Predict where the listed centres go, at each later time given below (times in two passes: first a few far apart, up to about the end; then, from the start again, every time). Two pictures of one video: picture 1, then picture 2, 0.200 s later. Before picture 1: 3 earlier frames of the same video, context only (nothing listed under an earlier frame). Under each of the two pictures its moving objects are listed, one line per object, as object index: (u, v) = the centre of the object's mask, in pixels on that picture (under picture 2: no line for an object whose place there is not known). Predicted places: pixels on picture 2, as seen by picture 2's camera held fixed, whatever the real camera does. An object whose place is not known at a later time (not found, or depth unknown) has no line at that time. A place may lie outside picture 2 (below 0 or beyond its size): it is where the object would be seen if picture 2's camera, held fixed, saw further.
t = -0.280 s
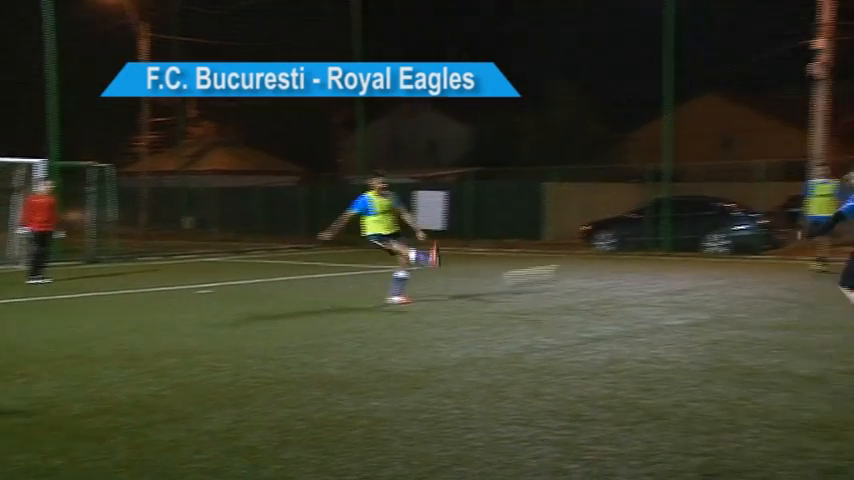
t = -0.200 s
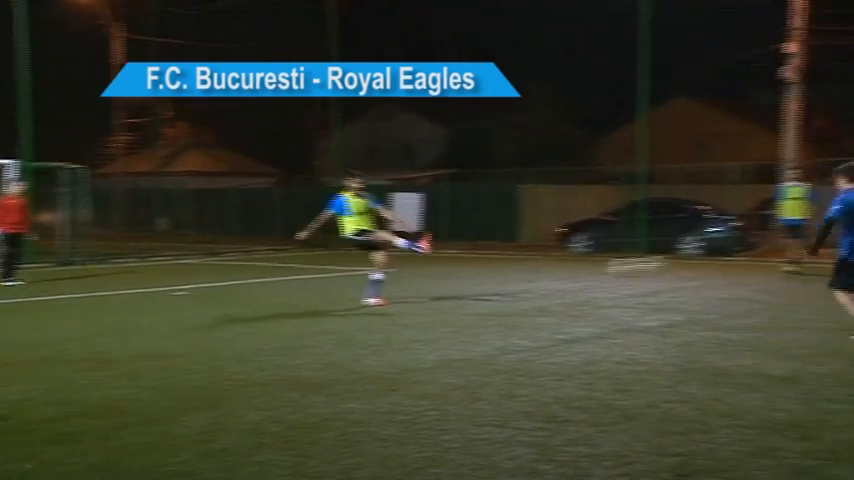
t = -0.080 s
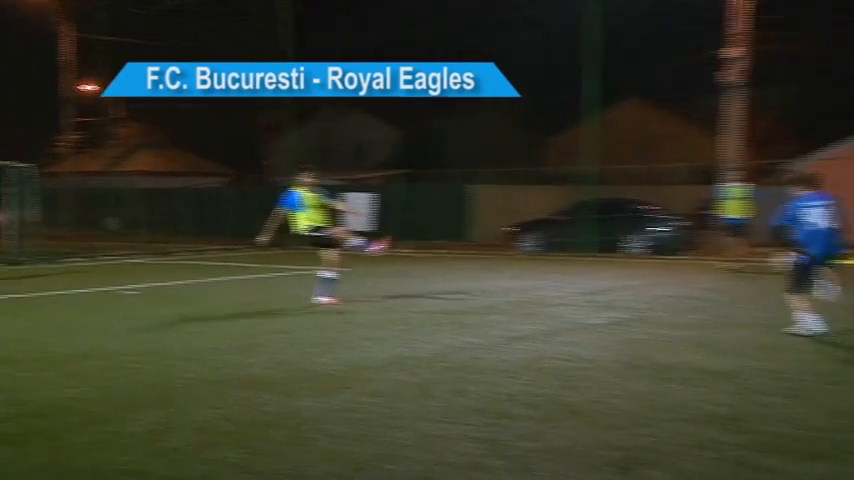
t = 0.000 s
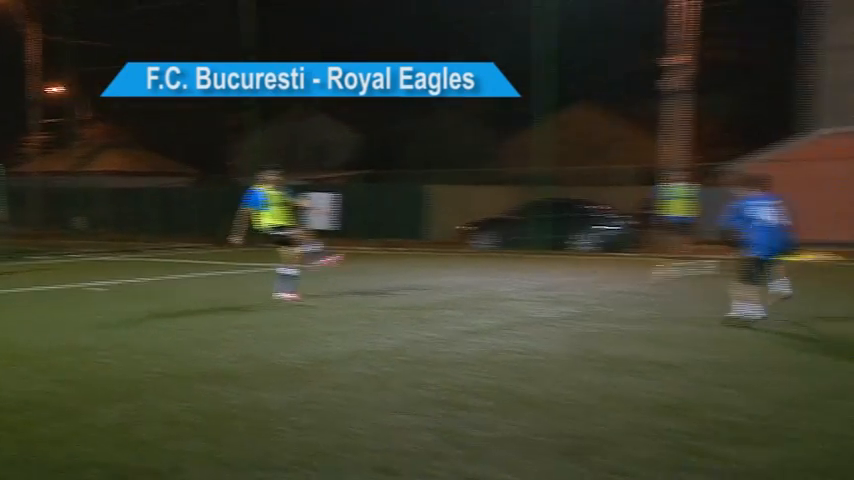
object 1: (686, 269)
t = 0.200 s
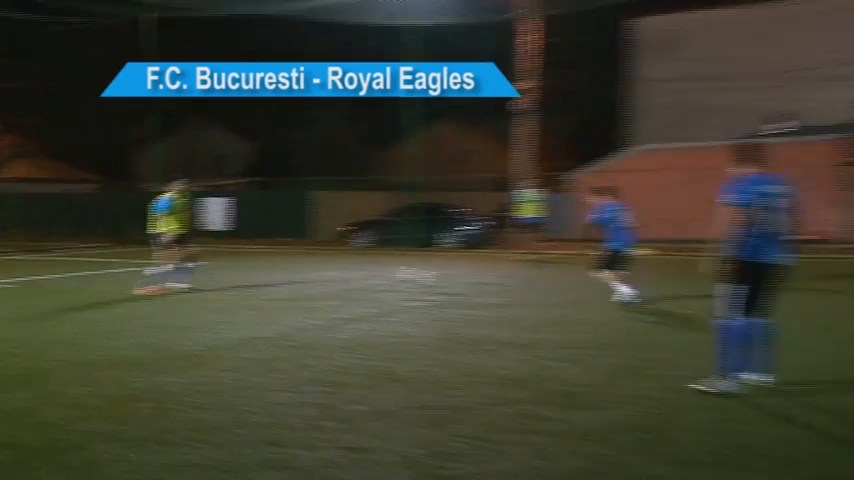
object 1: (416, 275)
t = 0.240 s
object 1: (398, 269)
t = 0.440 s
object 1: (330, 253)
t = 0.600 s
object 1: (279, 264)
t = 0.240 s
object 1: (398, 269)
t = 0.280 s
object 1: (383, 263)
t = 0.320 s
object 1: (368, 257)
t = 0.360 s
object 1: (355, 254)
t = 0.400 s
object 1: (343, 253)
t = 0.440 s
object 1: (330, 253)
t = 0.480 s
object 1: (317, 255)
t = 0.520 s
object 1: (304, 257)
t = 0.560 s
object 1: (292, 260)
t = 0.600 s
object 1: (279, 264)
